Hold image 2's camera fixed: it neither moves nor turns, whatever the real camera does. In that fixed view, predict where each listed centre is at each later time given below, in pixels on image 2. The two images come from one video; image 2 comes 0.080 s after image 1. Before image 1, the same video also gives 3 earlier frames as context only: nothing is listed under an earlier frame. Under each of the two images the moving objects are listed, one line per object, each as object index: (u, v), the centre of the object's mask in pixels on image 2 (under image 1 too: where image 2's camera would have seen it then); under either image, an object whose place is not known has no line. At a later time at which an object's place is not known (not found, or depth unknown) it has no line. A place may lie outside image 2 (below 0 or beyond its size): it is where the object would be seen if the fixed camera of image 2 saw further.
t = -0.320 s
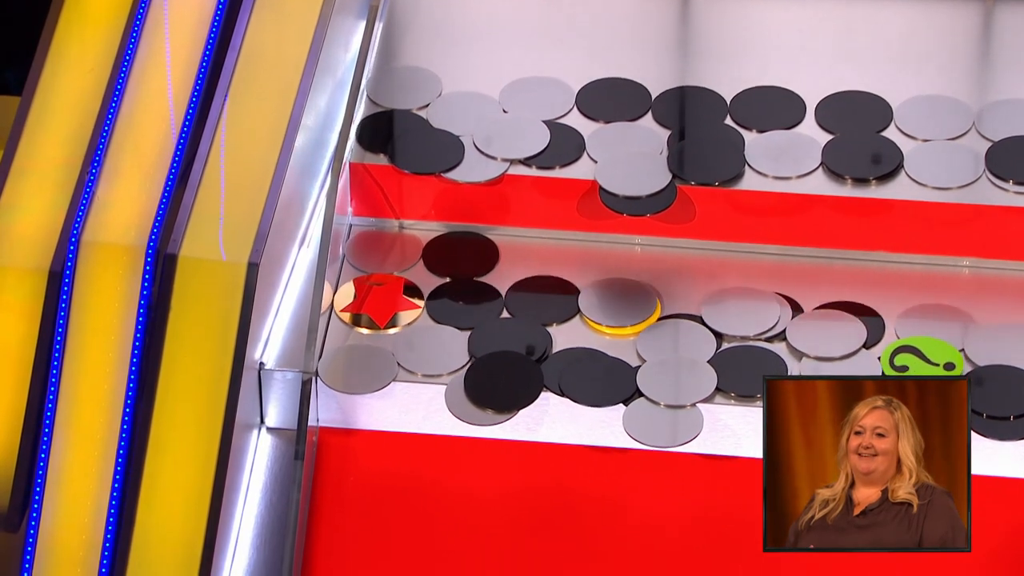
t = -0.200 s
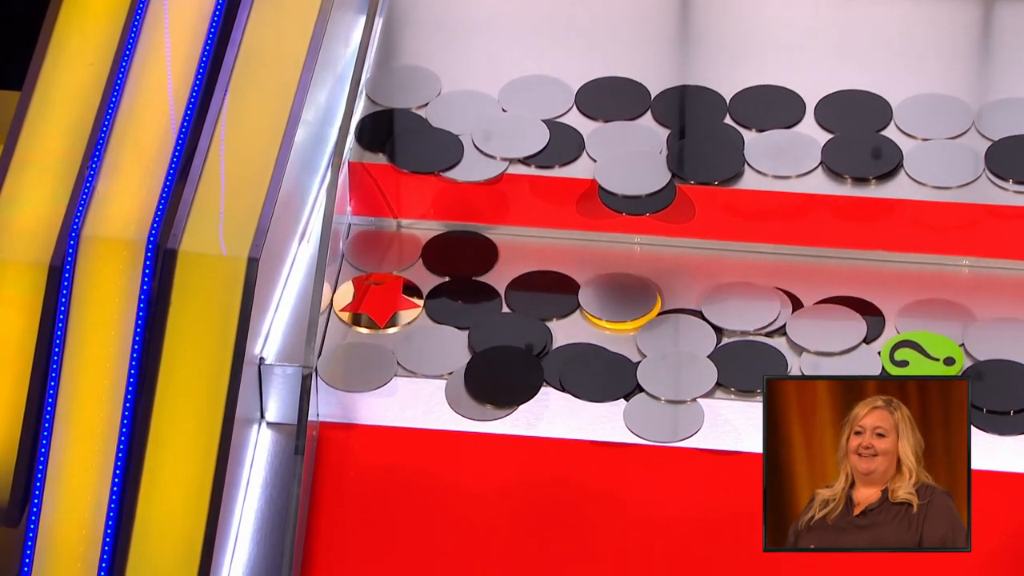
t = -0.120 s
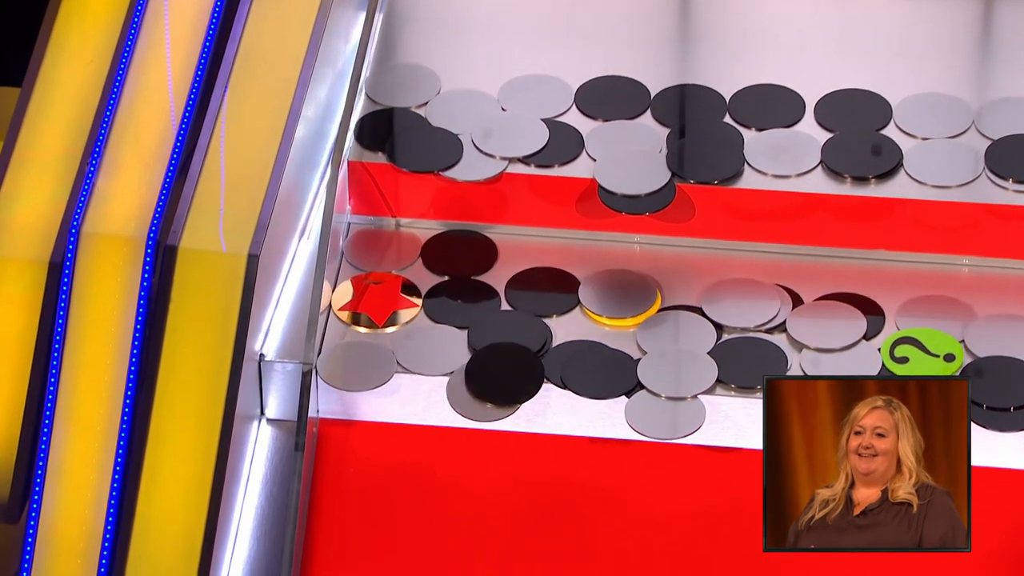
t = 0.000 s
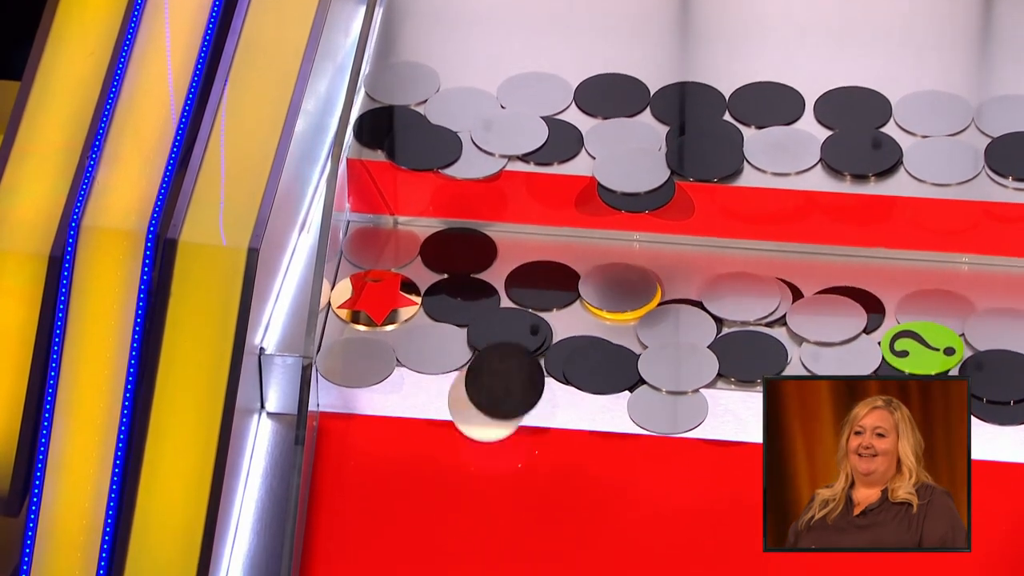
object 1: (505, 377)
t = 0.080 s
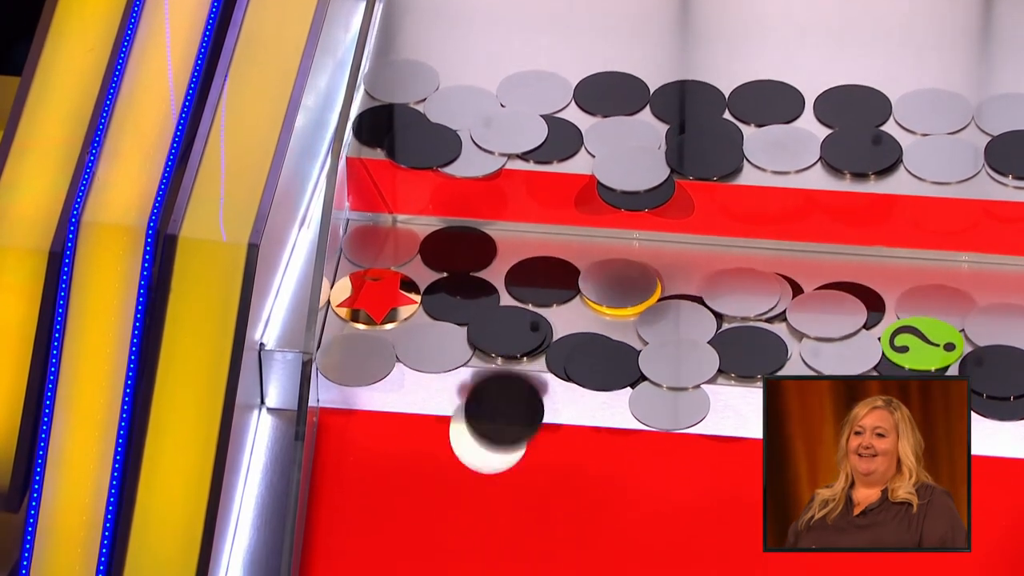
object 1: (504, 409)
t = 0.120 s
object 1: (504, 435)
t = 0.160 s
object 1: (504, 462)
